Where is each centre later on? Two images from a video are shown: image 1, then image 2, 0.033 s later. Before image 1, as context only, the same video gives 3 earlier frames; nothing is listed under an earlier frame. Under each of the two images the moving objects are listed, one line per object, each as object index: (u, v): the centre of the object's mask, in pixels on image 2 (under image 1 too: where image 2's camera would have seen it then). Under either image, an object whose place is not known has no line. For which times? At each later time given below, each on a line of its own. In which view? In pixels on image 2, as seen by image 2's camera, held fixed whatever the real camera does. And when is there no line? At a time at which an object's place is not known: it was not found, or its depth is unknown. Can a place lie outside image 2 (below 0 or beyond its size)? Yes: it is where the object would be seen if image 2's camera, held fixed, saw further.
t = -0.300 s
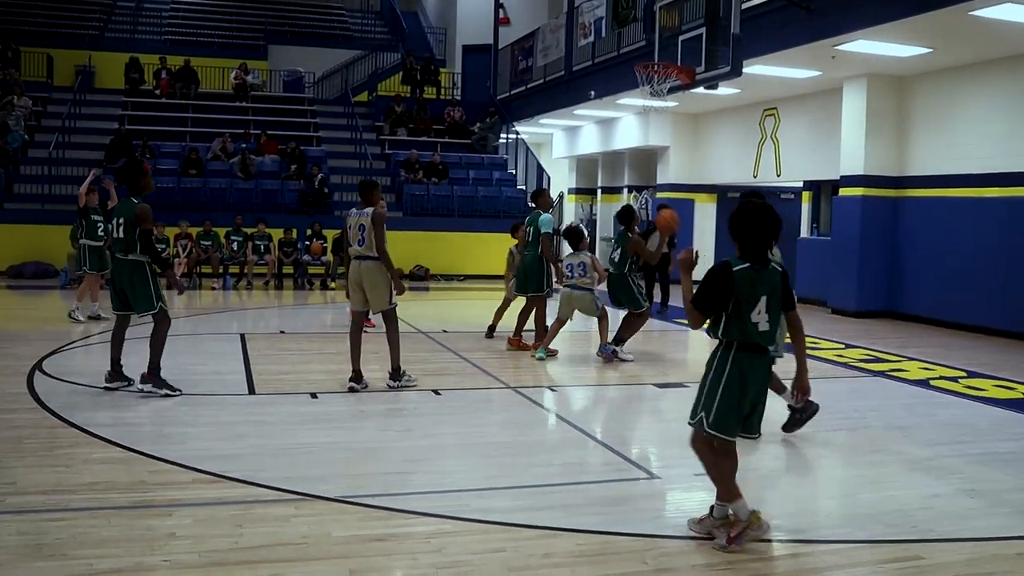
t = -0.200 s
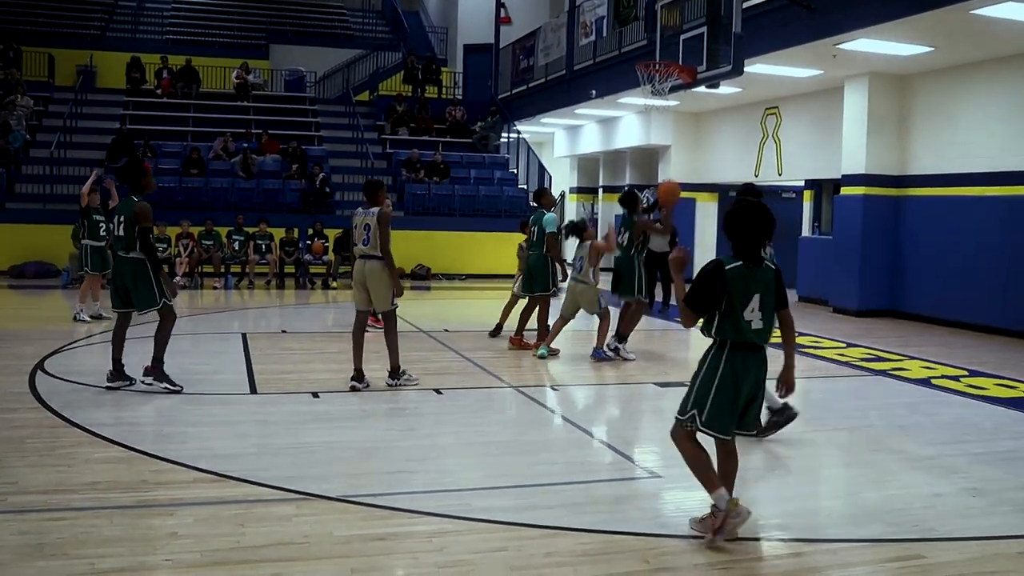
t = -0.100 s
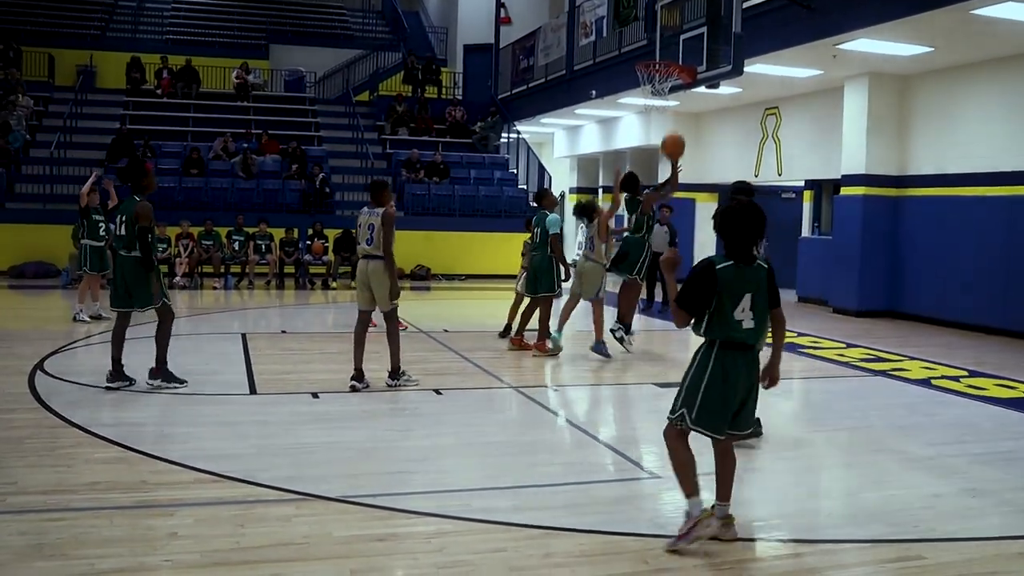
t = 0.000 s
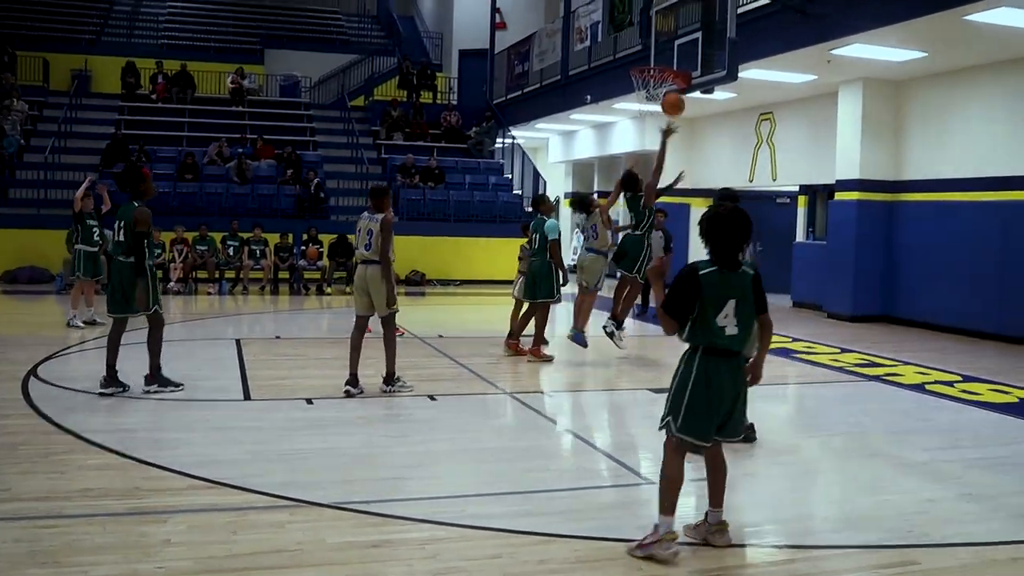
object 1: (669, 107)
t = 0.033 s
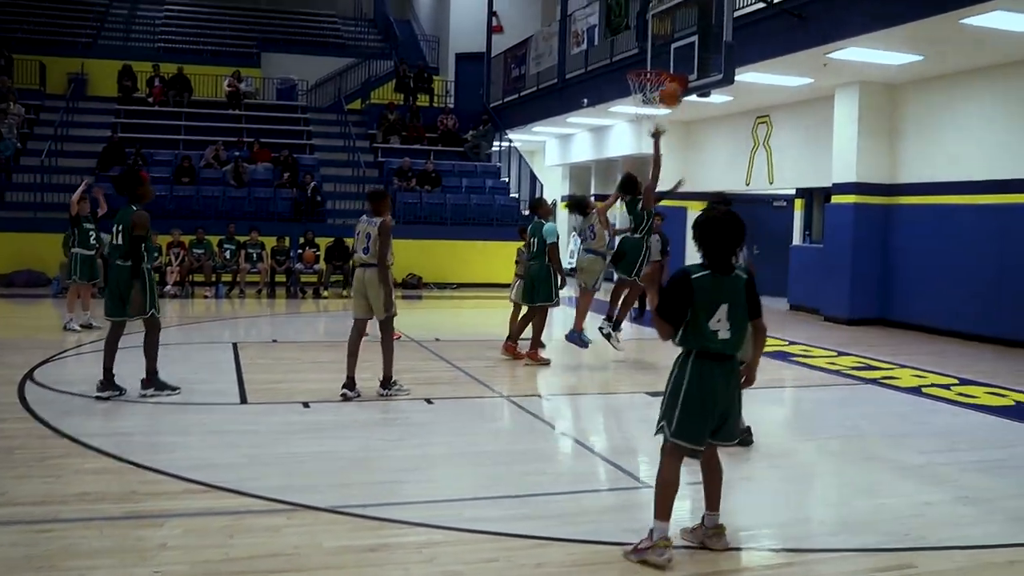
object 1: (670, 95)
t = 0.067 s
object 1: (674, 83)
